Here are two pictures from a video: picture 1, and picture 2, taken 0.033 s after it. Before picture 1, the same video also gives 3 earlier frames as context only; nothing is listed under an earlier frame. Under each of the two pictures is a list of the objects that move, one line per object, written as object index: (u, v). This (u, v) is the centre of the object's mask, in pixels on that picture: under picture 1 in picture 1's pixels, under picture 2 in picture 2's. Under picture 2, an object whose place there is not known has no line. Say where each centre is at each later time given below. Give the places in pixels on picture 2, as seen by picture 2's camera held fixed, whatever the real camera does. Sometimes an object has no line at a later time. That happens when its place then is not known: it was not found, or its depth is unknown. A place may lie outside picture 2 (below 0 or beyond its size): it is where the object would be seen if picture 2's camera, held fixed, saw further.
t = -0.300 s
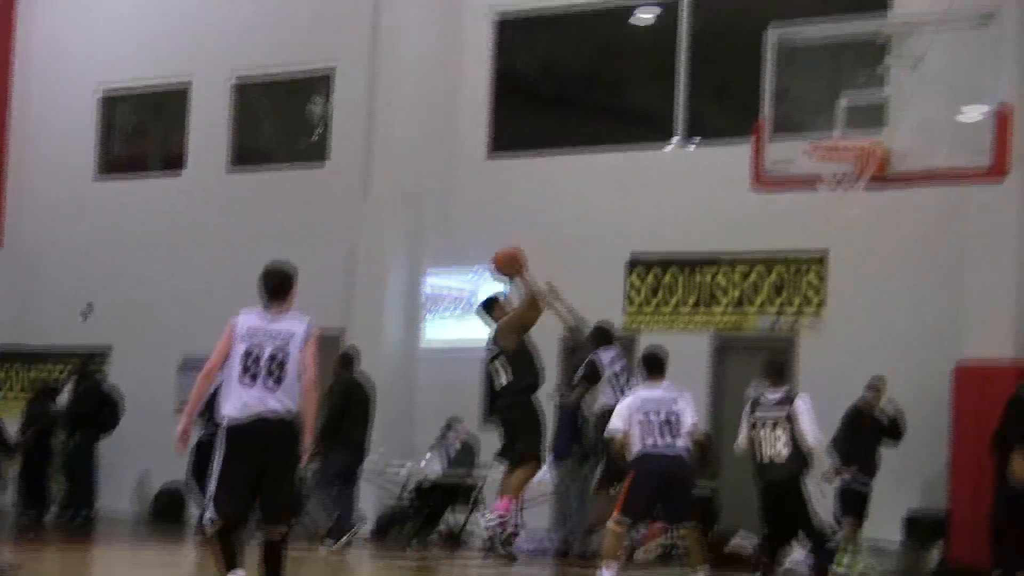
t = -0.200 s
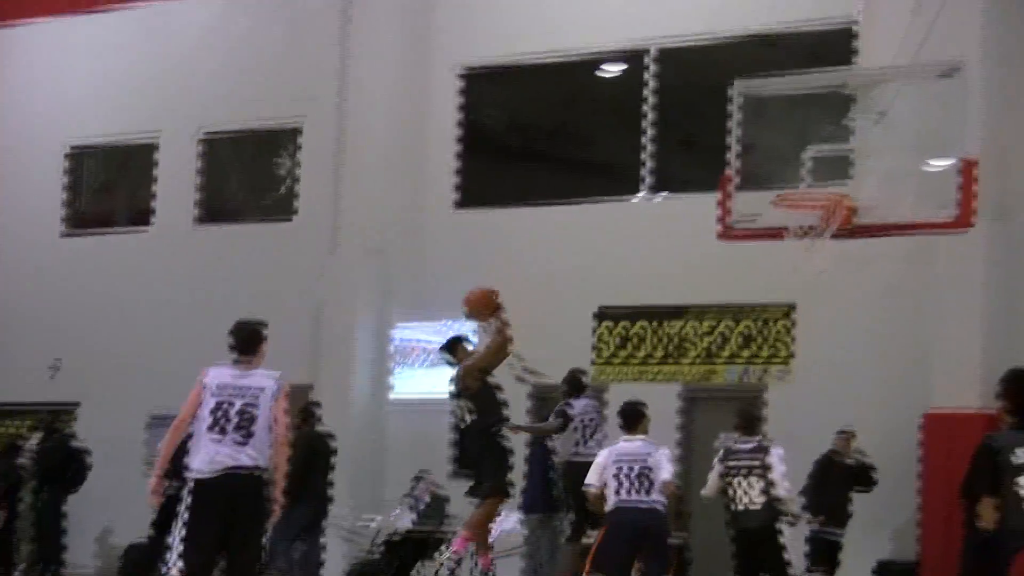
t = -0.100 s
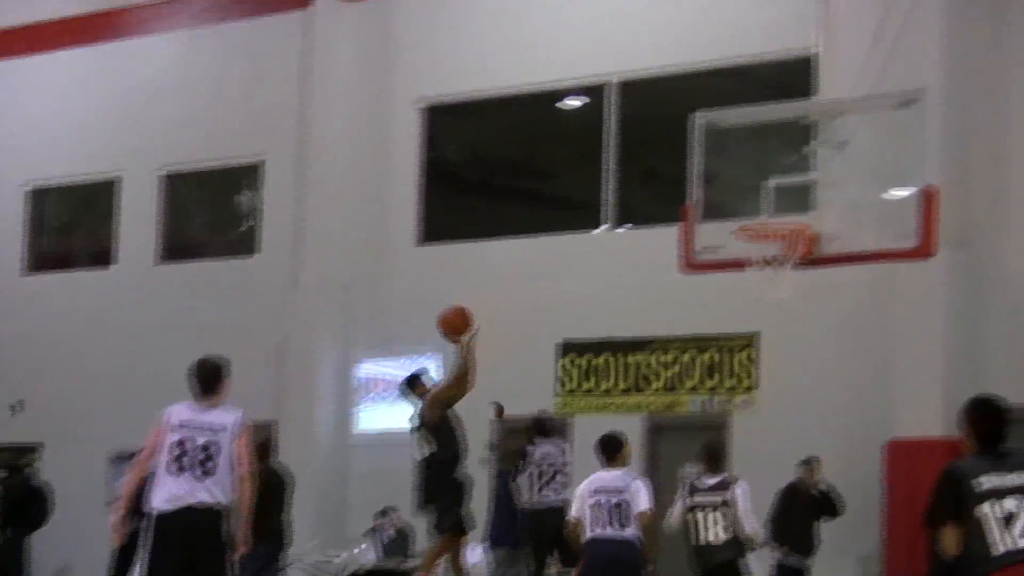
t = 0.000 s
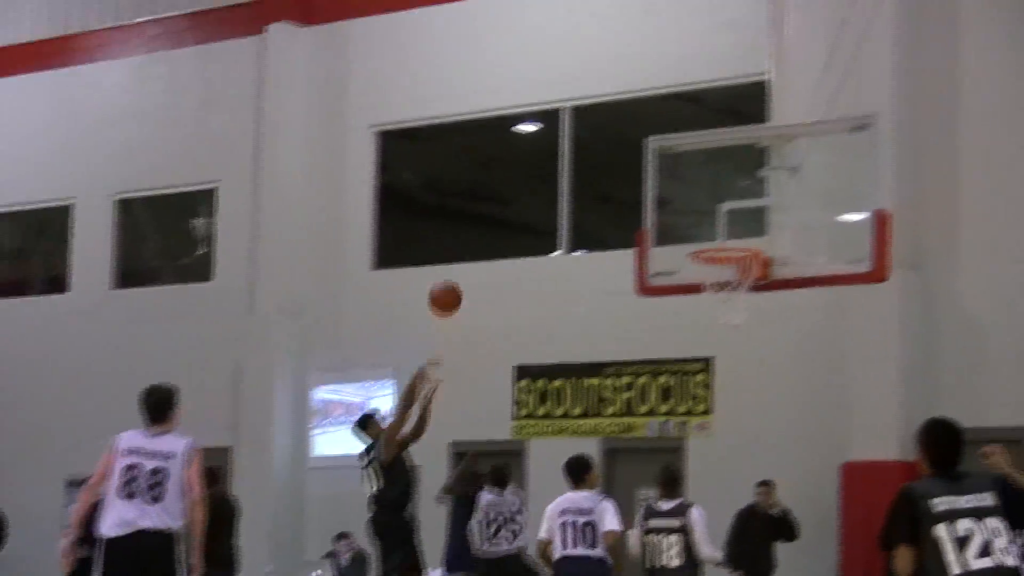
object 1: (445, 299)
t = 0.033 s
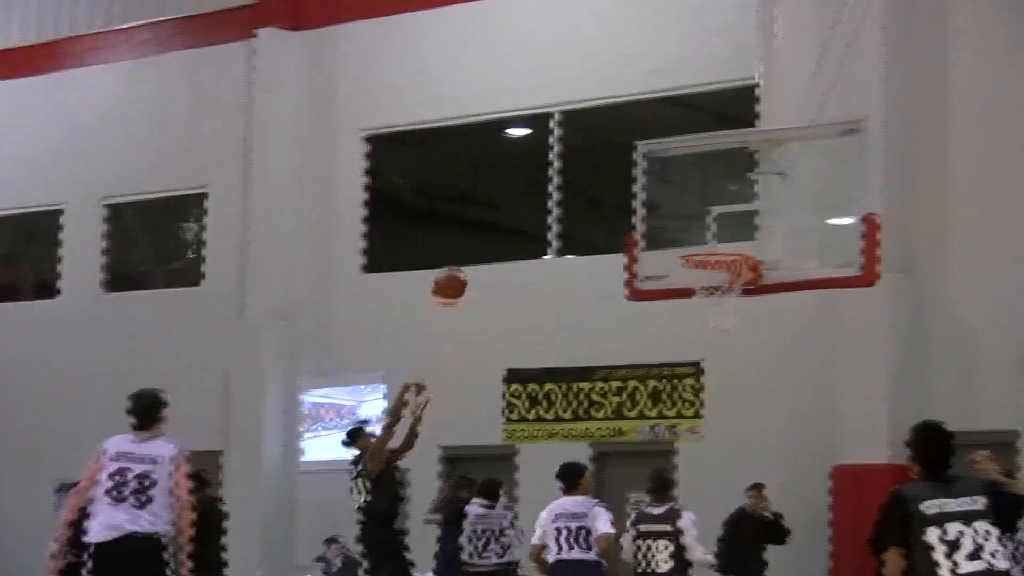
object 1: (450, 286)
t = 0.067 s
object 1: (463, 271)
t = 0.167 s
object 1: (506, 234)
